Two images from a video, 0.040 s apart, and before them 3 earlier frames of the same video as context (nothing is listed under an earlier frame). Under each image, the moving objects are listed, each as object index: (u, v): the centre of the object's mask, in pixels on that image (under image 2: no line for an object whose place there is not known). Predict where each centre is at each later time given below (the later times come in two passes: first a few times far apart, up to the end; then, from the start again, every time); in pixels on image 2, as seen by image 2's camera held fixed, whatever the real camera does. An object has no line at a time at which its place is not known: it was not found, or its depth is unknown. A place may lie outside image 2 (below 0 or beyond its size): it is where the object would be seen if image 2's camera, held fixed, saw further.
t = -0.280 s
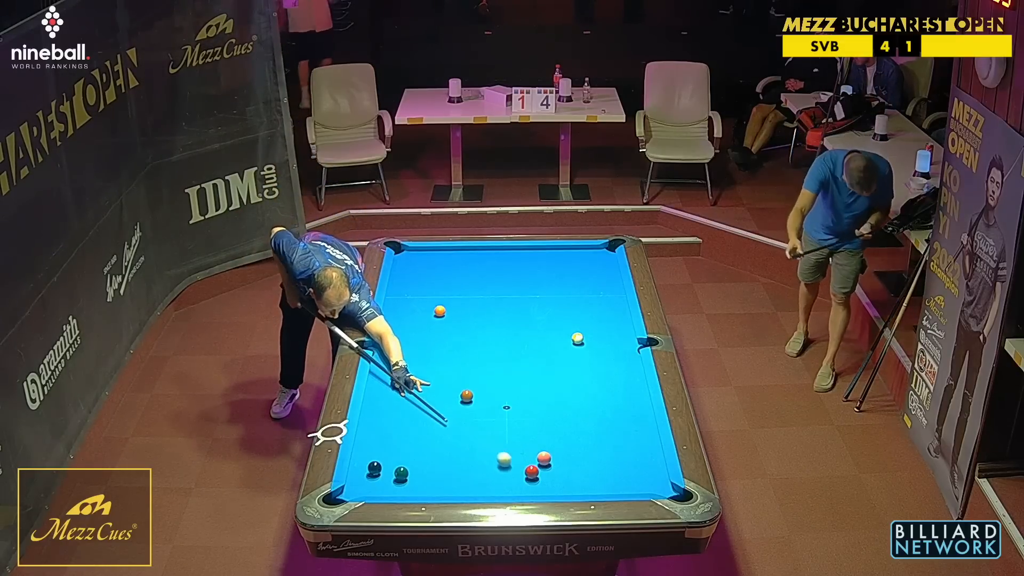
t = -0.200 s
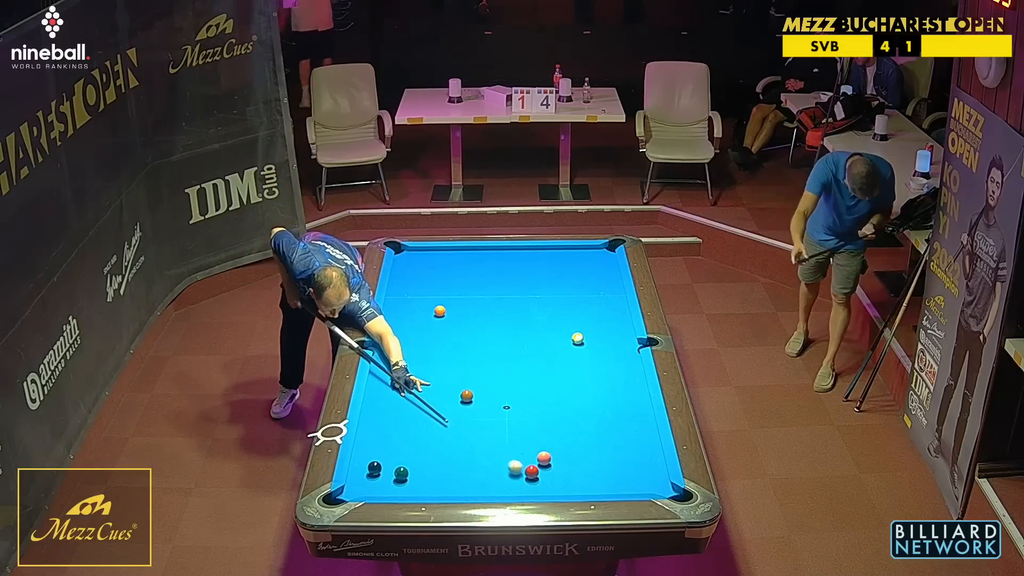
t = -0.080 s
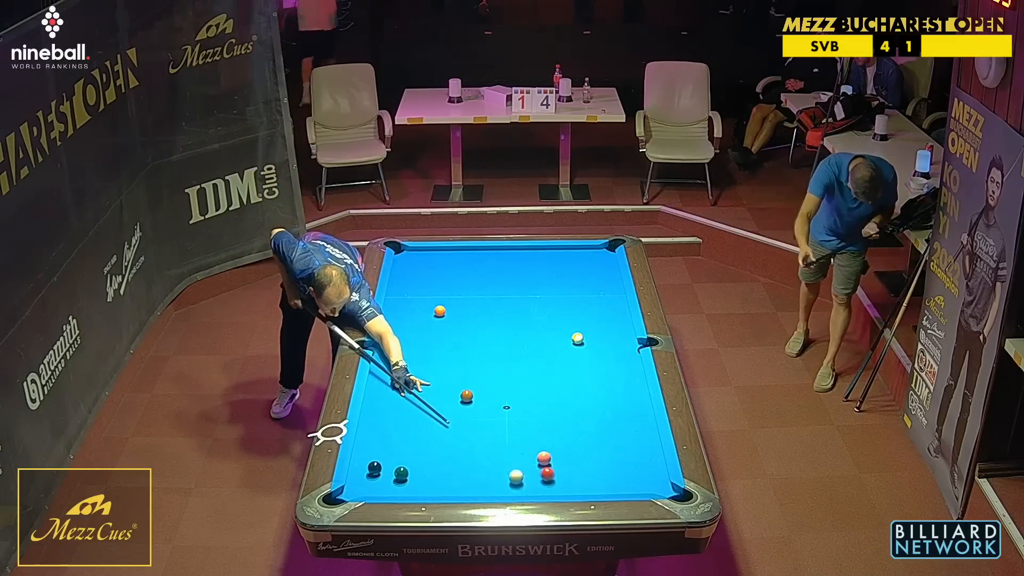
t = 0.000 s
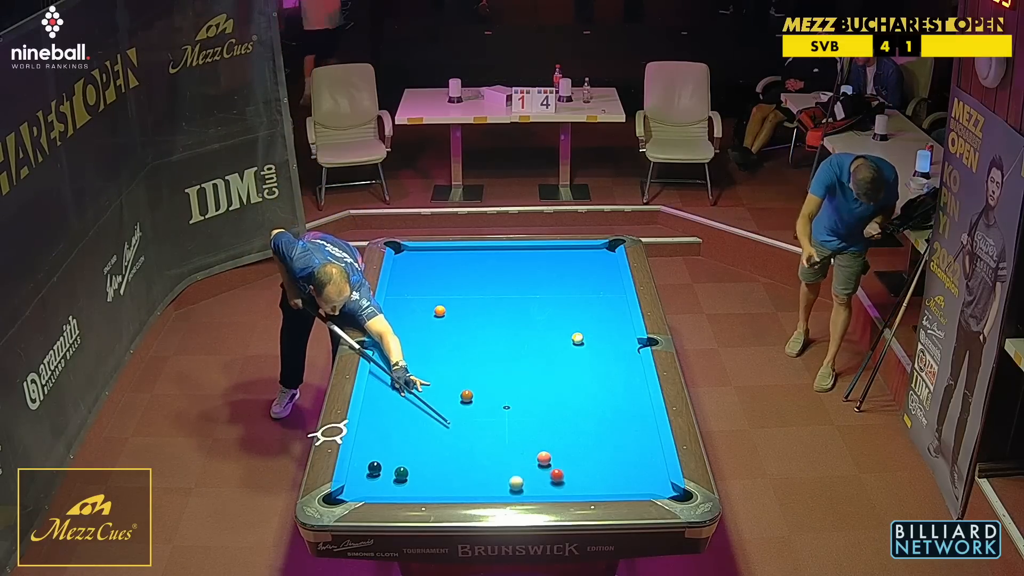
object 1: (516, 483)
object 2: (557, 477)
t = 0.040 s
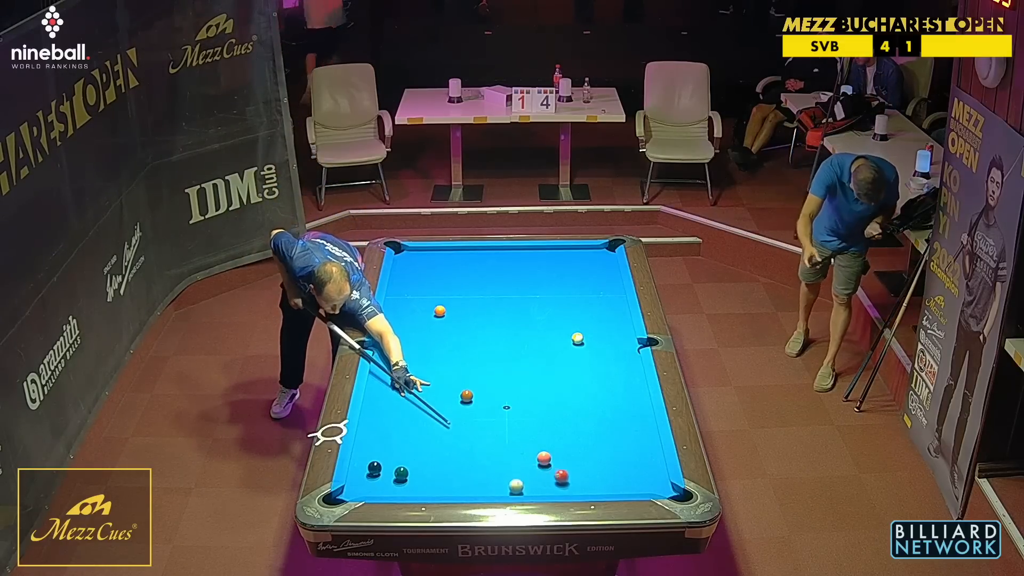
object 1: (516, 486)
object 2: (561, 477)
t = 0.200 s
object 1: (514, 489)
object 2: (580, 480)
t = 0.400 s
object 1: (507, 484)
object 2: (602, 483)
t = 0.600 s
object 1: (500, 478)
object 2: (623, 486)
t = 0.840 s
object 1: (493, 470)
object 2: (648, 487)
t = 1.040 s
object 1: (488, 464)
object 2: (668, 490)
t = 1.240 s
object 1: (483, 459)
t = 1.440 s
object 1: (479, 454)
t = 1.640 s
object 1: (474, 449)
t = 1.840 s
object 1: (470, 445)
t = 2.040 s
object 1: (467, 441)
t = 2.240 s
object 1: (464, 438)
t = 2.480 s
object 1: (461, 435)
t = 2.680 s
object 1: (459, 432)
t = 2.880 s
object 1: (457, 430)
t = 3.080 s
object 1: (455, 429)
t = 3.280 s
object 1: (453, 427)
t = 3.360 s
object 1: (453, 427)
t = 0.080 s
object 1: (516, 488)
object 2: (566, 478)
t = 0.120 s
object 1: (516, 490)
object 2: (571, 479)
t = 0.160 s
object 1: (515, 490)
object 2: (575, 480)
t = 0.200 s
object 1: (514, 489)
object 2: (580, 480)
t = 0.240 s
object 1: (512, 488)
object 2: (584, 481)
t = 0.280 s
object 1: (511, 488)
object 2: (588, 481)
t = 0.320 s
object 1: (510, 487)
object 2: (593, 482)
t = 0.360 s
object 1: (508, 486)
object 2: (597, 483)
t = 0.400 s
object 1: (507, 484)
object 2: (602, 483)
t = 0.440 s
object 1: (506, 483)
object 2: (606, 484)
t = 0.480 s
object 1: (504, 482)
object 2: (611, 484)
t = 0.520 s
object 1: (503, 480)
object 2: (615, 485)
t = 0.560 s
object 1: (502, 479)
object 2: (619, 485)
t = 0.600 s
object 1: (500, 478)
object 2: (623, 486)
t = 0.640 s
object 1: (499, 476)
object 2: (627, 486)
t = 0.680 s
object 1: (498, 475)
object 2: (631, 486)
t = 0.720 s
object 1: (497, 474)
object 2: (635, 487)
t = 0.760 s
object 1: (496, 472)
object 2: (640, 487)
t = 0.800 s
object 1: (495, 471)
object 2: (644, 487)
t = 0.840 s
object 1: (493, 470)
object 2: (648, 487)
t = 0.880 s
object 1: (492, 469)
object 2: (652, 488)
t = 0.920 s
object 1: (491, 468)
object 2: (656, 488)
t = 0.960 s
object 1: (490, 467)
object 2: (660, 489)
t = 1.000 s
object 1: (489, 465)
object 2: (664, 490)
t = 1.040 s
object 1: (488, 464)
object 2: (668, 490)
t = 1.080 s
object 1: (487, 463)
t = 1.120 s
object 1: (486, 462)
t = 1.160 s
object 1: (485, 461)
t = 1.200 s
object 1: (484, 460)
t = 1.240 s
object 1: (483, 459)
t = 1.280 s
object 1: (482, 458)
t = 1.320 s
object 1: (481, 457)
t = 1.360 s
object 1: (480, 456)
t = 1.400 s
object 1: (480, 455)
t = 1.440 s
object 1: (479, 454)
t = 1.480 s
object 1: (478, 453)
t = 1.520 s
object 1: (477, 452)
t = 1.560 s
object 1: (476, 451)
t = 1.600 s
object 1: (475, 450)
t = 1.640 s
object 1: (474, 449)
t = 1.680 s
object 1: (474, 448)
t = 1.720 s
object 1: (473, 447)
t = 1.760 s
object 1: (472, 447)
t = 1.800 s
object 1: (471, 446)
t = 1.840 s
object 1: (470, 445)
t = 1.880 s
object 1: (470, 444)
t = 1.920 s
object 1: (469, 444)
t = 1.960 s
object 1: (468, 443)
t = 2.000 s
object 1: (468, 442)
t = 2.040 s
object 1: (467, 441)
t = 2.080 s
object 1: (466, 441)
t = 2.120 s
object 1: (466, 440)
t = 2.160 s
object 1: (465, 439)
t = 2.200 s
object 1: (464, 439)
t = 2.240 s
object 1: (464, 438)
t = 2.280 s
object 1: (463, 437)
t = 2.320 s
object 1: (463, 437)
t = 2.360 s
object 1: (462, 436)
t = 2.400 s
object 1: (462, 436)
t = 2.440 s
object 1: (461, 435)
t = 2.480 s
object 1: (461, 435)
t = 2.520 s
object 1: (460, 434)
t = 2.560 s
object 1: (460, 434)
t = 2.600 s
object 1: (459, 433)
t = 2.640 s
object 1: (459, 433)
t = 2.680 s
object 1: (459, 432)
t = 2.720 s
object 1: (458, 432)
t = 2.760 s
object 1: (458, 431)
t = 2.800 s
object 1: (457, 431)
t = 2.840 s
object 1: (457, 430)
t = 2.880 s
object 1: (457, 430)
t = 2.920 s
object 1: (456, 430)
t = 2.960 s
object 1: (456, 429)
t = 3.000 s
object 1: (455, 430)
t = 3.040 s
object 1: (455, 430)
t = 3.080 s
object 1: (455, 429)
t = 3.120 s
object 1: (455, 429)
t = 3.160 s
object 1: (454, 428)
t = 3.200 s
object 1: (454, 428)
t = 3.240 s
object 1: (454, 428)
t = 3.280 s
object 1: (453, 427)
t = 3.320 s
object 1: (453, 427)
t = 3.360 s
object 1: (453, 427)
